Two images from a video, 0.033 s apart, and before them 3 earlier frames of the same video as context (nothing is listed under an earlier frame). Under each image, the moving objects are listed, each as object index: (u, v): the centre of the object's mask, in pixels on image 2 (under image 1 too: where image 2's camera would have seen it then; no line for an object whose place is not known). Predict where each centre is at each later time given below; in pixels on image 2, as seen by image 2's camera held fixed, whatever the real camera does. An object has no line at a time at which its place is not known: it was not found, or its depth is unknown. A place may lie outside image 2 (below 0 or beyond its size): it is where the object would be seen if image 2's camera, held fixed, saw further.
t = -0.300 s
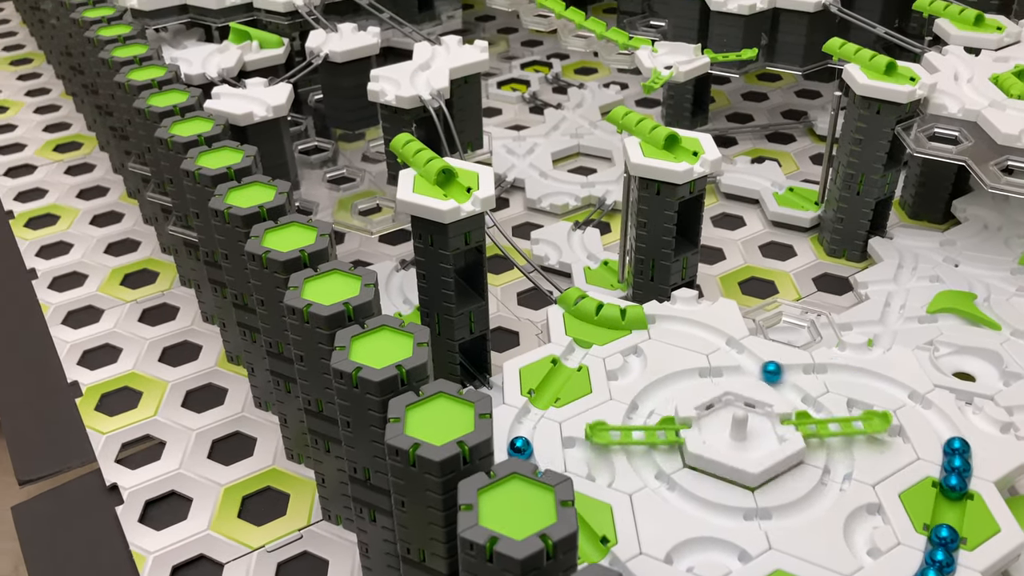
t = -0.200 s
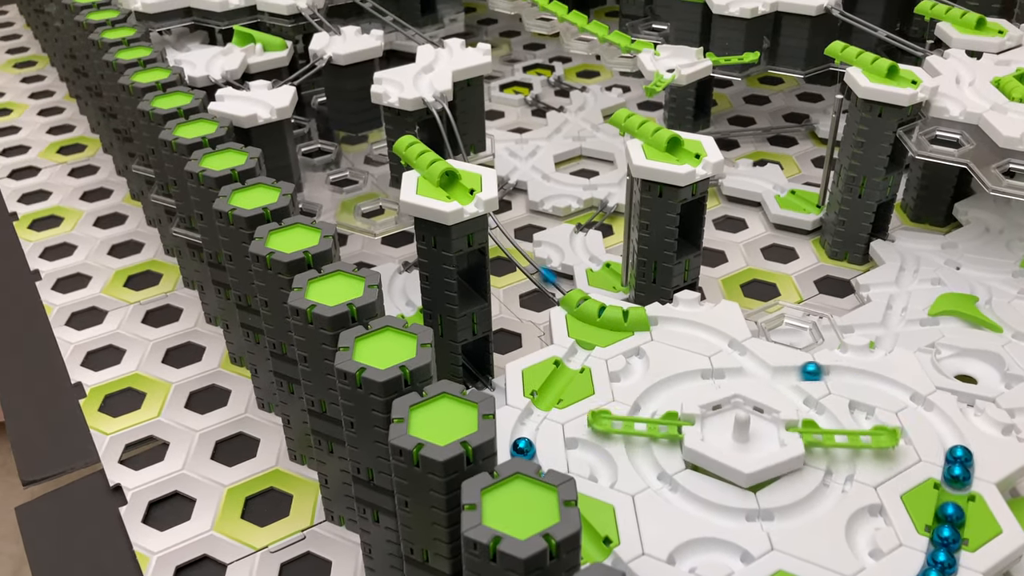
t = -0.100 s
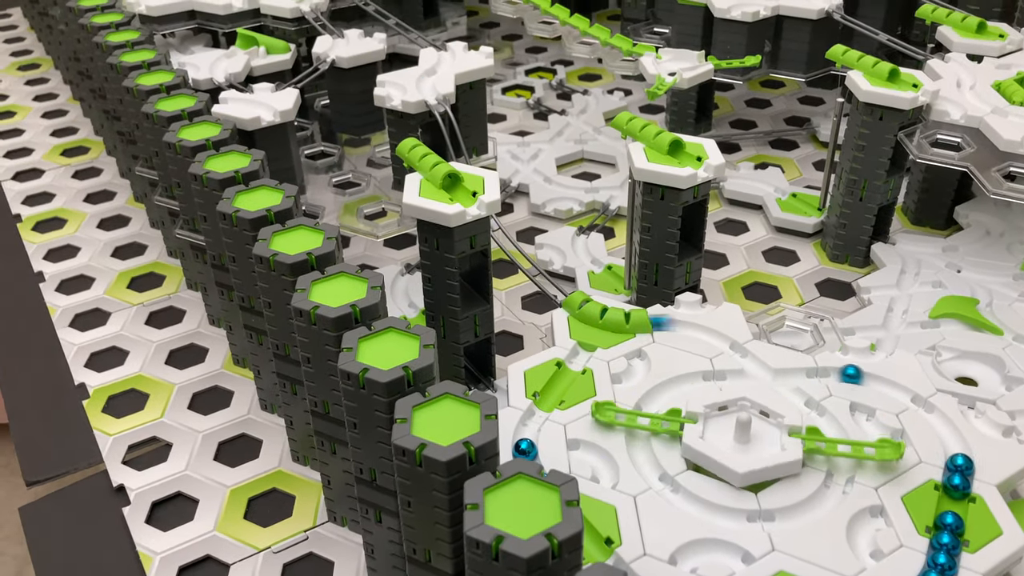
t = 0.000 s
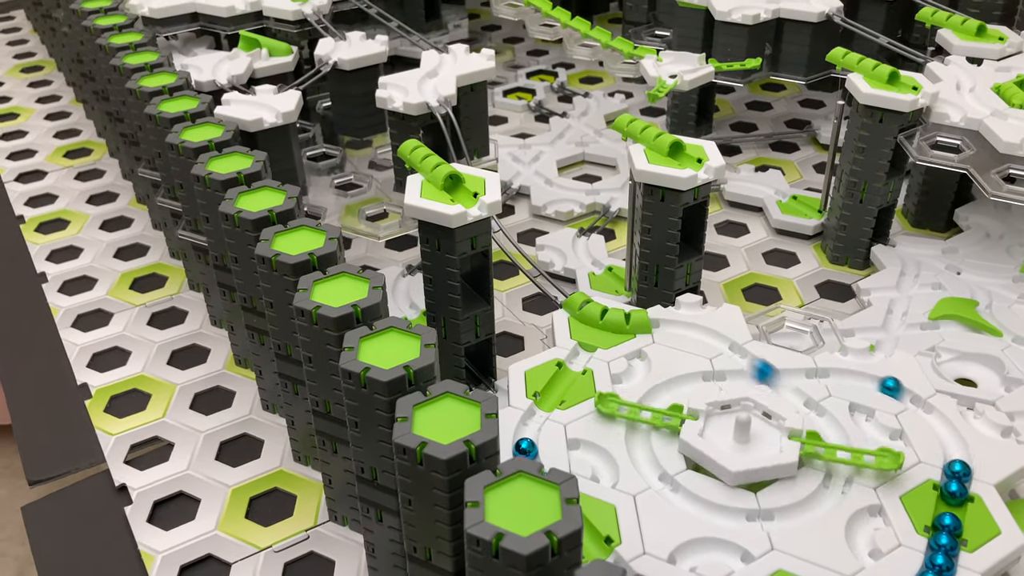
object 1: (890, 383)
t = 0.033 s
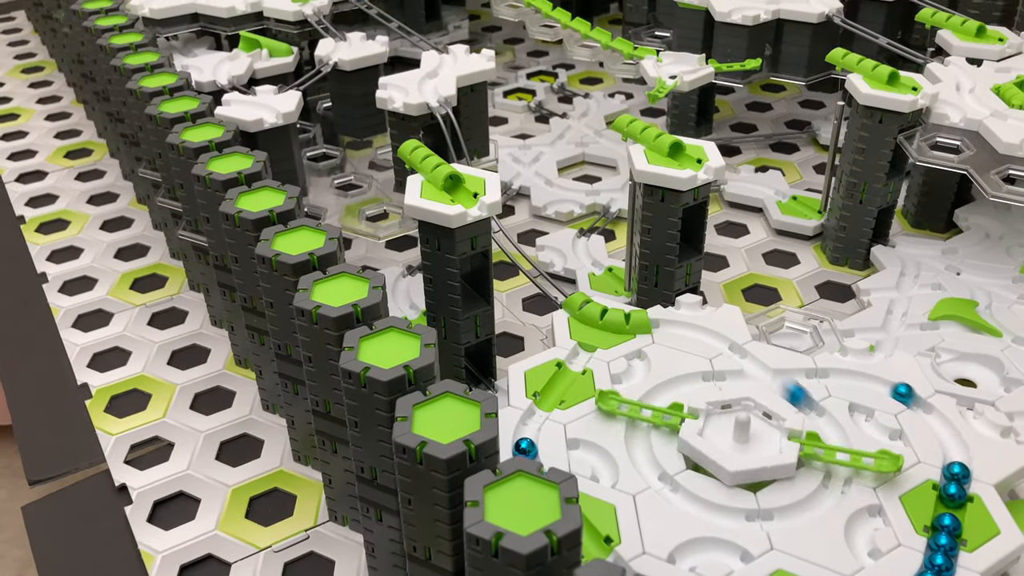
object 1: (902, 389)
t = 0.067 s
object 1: (915, 397)
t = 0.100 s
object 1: (927, 405)
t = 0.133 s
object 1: (937, 415)
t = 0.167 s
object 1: (945, 425)
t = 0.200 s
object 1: (953, 436)
